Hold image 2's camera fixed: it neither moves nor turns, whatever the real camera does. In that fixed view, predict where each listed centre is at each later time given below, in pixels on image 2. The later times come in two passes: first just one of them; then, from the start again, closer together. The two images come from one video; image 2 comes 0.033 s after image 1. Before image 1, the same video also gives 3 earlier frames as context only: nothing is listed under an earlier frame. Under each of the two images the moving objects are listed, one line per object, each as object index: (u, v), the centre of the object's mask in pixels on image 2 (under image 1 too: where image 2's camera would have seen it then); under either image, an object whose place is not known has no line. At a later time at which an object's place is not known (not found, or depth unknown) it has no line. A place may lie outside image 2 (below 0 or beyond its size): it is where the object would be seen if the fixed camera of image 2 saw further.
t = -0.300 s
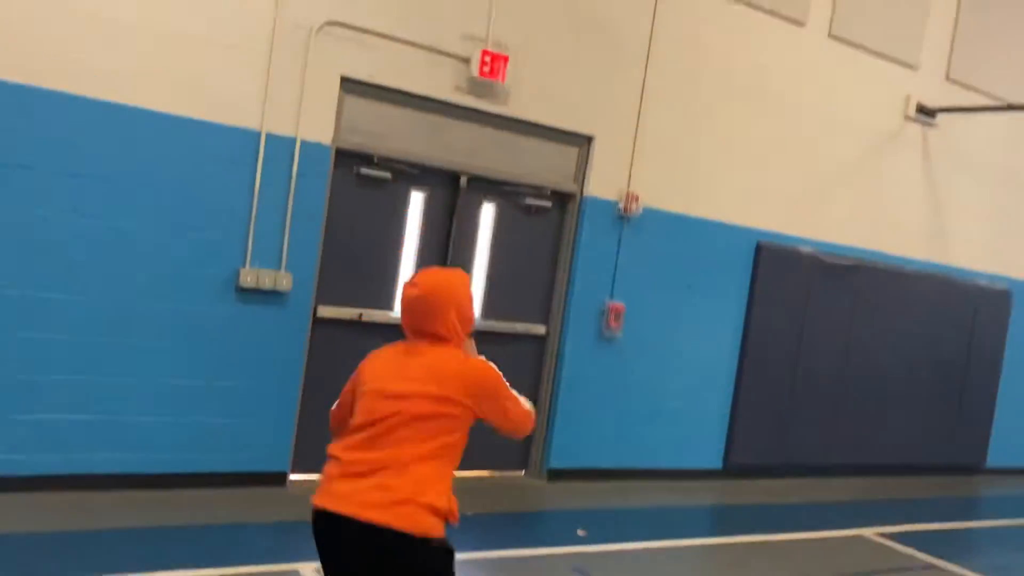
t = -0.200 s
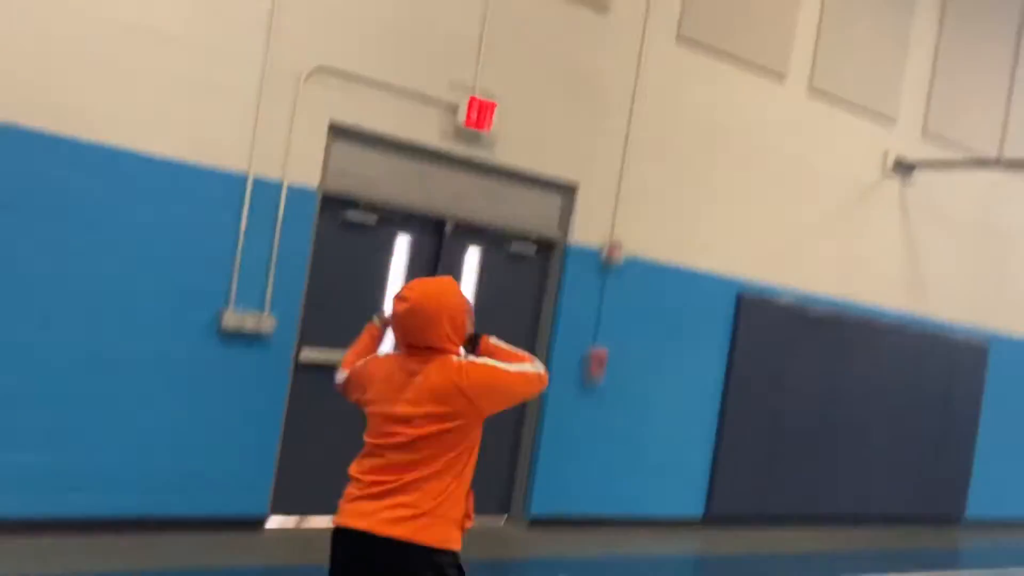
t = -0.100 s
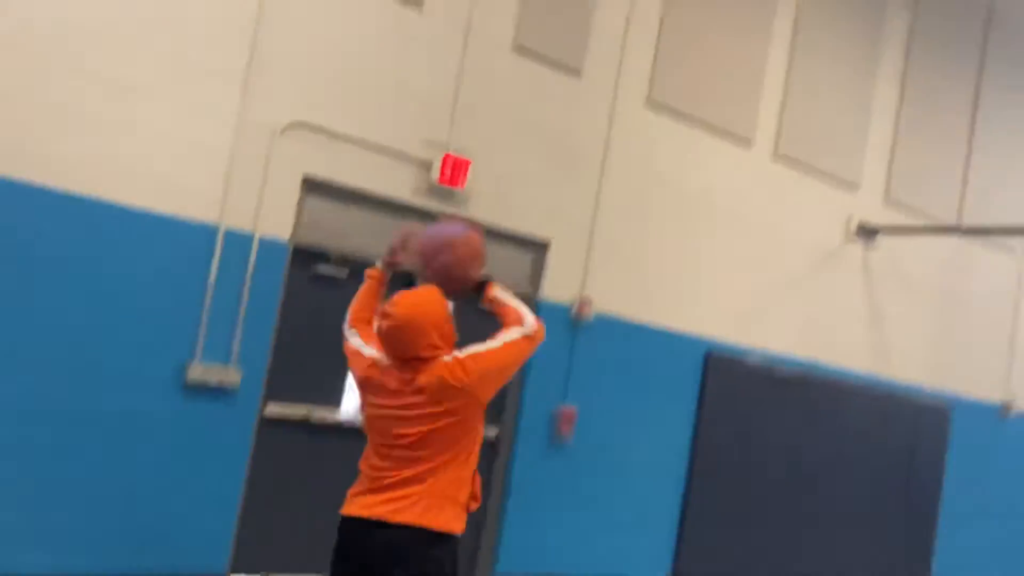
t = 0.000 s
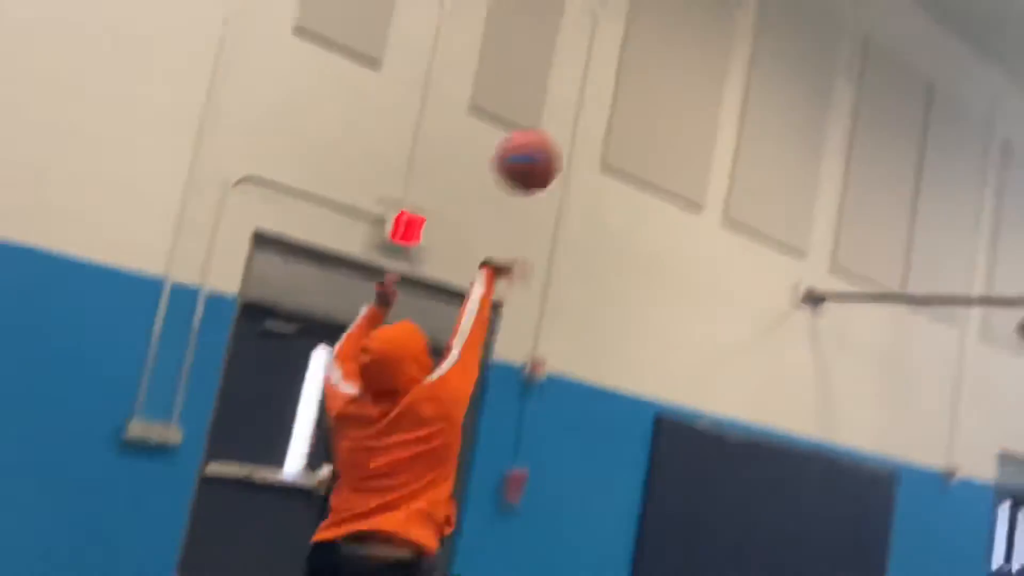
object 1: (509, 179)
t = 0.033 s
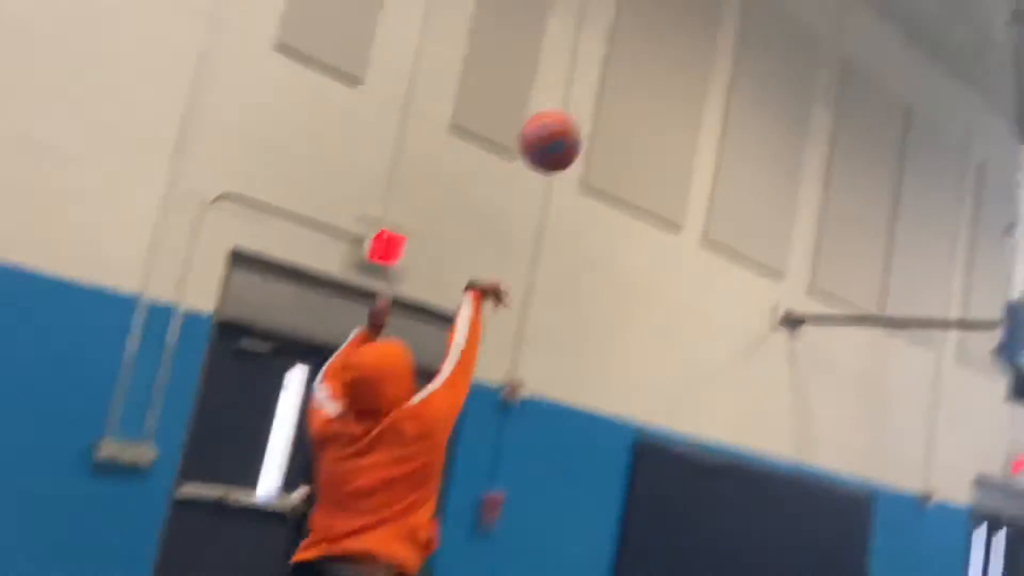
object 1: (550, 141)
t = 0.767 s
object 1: (1005, 42)
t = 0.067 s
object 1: (589, 107)
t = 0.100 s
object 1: (625, 77)
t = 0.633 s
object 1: (963, -7)
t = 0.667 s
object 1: (974, 4)
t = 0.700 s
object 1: (986, 16)
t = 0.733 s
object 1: (996, 29)
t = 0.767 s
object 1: (1005, 42)
